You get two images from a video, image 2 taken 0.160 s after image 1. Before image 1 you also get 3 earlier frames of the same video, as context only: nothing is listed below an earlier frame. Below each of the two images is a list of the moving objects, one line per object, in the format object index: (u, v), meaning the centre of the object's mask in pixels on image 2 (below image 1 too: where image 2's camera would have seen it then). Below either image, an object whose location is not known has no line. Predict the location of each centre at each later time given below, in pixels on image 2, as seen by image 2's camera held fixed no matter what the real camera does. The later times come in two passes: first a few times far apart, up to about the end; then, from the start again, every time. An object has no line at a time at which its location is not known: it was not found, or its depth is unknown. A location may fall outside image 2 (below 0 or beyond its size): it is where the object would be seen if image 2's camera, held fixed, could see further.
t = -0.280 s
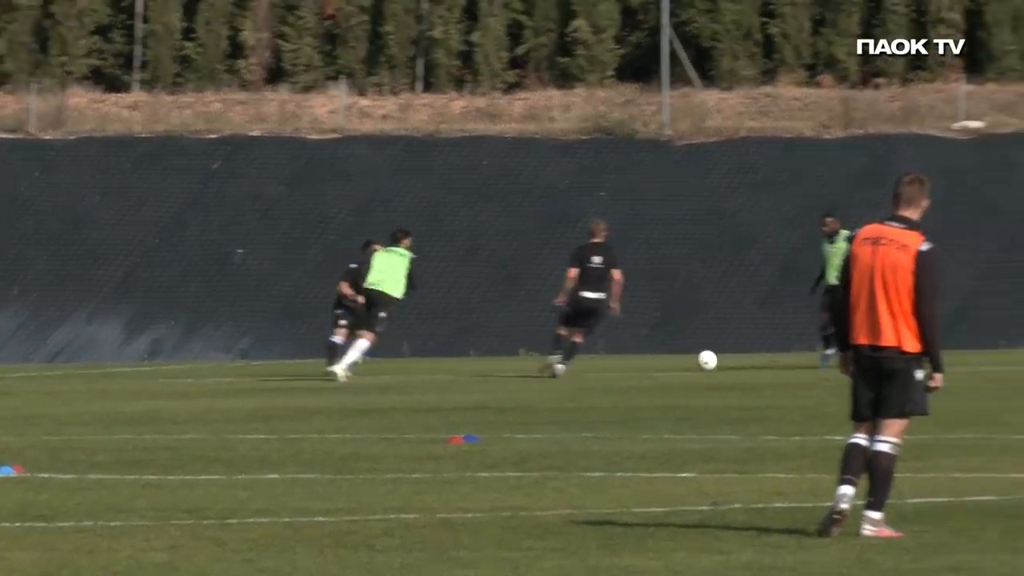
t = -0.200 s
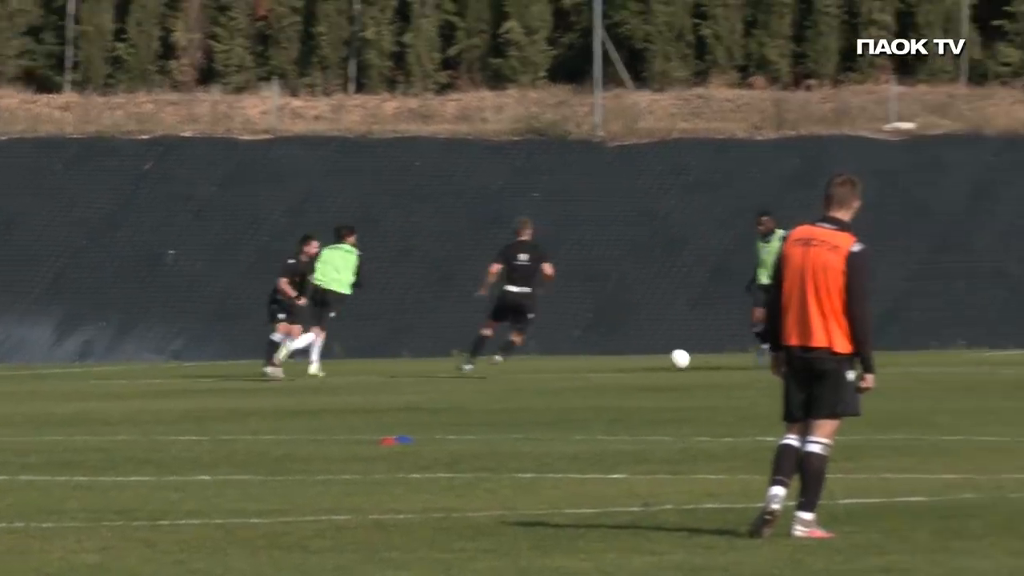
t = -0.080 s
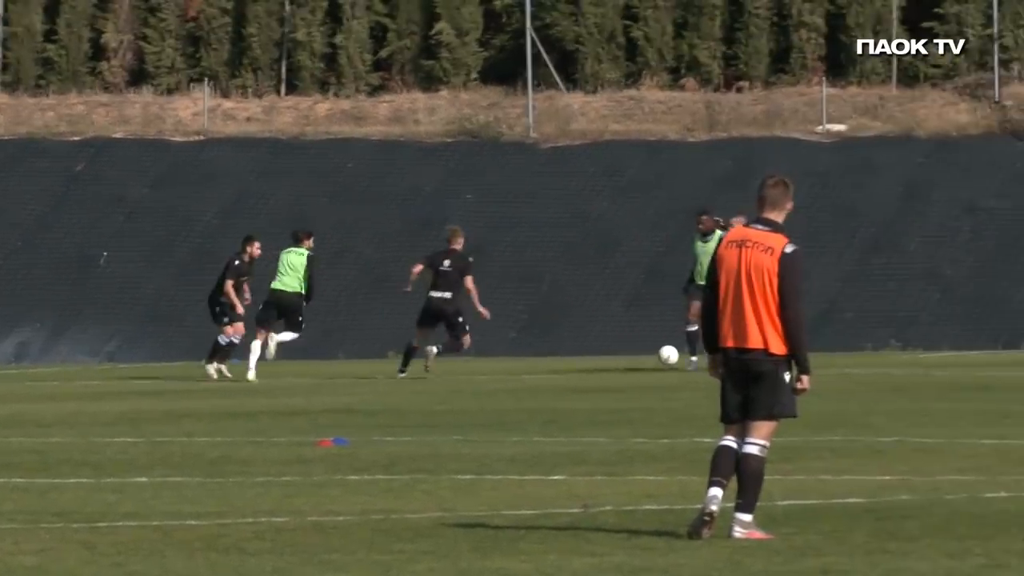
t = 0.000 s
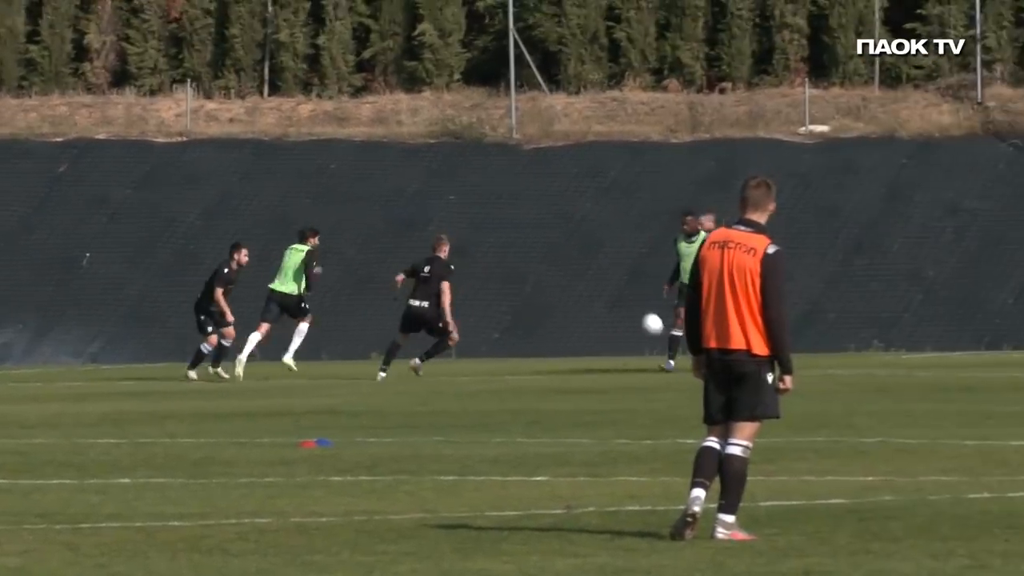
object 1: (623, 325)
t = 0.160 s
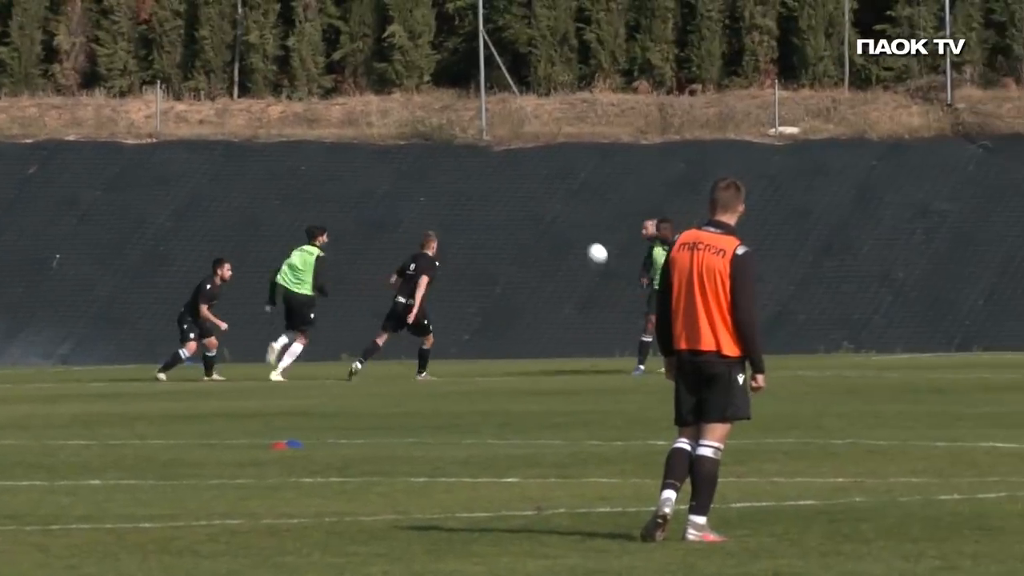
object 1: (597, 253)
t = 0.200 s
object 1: (591, 239)
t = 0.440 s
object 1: (557, 186)
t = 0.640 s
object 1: (530, 182)
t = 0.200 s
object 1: (591, 239)
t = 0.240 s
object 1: (585, 227)
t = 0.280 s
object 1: (579, 216)
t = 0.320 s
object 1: (573, 206)
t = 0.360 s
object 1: (568, 198)
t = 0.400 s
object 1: (562, 191)
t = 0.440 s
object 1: (557, 186)
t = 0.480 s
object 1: (551, 182)
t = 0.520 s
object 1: (546, 180)
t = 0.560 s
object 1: (541, 179)
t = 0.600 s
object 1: (536, 180)
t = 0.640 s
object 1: (530, 182)
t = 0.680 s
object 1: (525, 186)
